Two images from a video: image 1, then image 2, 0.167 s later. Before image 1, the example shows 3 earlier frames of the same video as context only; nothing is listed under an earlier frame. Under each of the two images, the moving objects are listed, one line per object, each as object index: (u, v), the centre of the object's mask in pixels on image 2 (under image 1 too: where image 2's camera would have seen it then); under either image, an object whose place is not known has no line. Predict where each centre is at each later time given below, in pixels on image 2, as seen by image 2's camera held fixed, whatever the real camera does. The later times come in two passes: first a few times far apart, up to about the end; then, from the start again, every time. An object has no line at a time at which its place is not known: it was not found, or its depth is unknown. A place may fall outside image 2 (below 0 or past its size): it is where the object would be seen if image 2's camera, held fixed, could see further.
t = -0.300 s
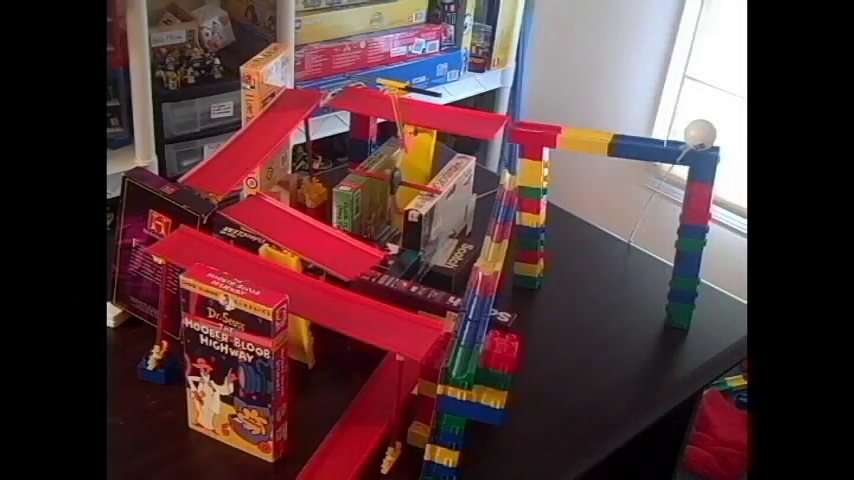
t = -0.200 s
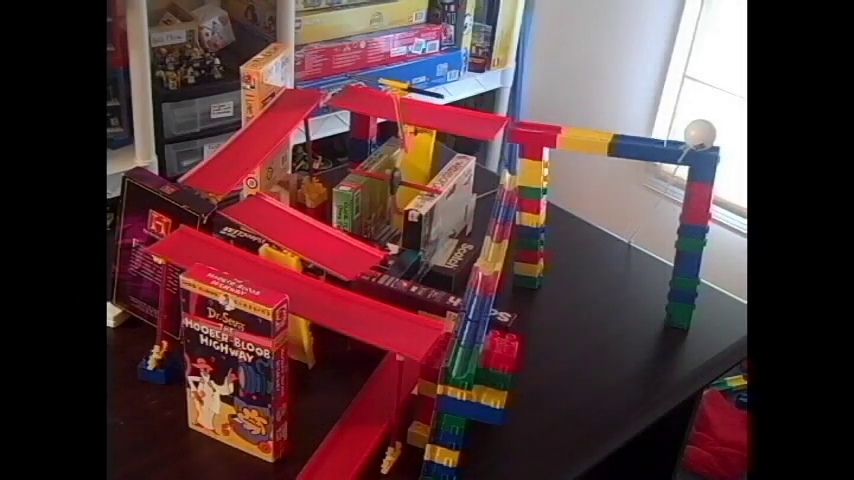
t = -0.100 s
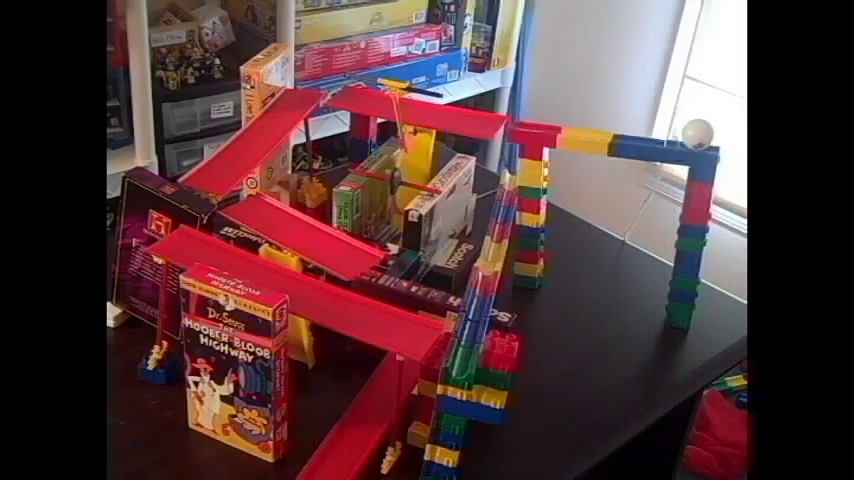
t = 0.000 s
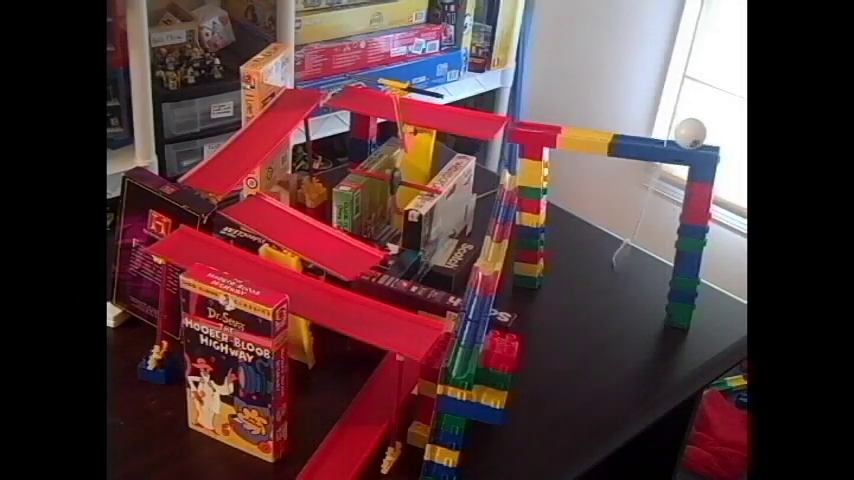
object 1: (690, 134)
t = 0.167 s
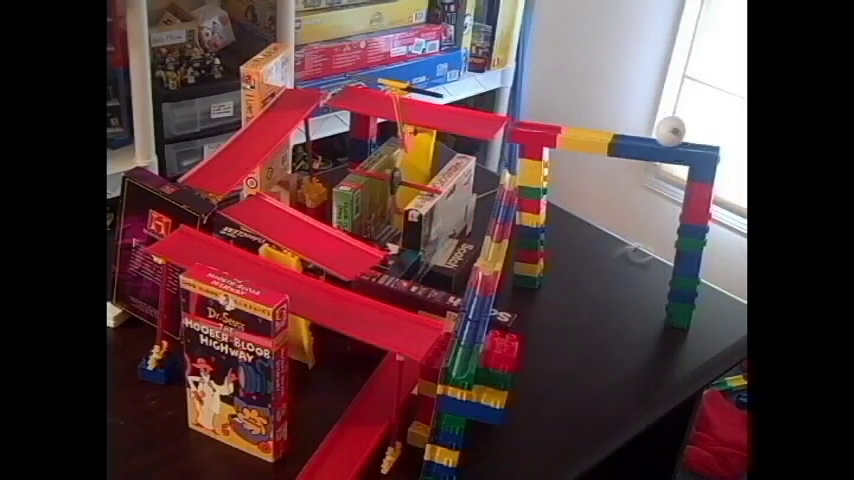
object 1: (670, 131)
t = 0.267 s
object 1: (655, 130)
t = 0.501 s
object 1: (599, 122)
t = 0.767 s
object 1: (517, 112)
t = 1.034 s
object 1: (414, 107)
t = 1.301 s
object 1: (324, 84)
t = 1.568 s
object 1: (287, 87)
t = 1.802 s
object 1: (280, 103)
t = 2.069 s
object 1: (261, 128)
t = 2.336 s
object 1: (220, 154)
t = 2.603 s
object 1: (202, 180)
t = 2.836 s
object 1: (249, 199)
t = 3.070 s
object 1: (305, 212)
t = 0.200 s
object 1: (665, 131)
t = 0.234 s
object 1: (660, 130)
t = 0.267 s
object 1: (655, 130)
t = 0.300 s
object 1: (648, 129)
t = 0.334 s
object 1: (641, 128)
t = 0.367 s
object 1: (635, 127)
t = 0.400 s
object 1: (626, 126)
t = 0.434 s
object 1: (618, 125)
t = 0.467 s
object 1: (608, 124)
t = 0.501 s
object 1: (599, 122)
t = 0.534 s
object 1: (589, 119)
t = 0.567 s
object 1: (579, 118)
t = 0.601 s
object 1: (572, 118)
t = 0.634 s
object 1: (561, 117)
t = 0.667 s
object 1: (551, 116)
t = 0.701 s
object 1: (540, 115)
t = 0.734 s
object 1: (529, 113)
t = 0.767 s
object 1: (517, 112)
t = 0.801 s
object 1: (504, 113)
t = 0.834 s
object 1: (490, 116)
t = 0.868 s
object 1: (478, 116)
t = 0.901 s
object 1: (465, 114)
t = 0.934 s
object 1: (452, 113)
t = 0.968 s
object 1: (439, 112)
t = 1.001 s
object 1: (423, 109)
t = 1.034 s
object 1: (414, 107)
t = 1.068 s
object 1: (398, 105)
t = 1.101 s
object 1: (387, 103)
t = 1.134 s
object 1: (376, 99)
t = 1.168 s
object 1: (366, 96)
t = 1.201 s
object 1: (354, 94)
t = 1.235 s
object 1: (343, 92)
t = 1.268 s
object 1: (333, 90)
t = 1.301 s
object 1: (324, 84)
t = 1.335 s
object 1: (317, 83)
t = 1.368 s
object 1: (307, 84)
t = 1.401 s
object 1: (297, 84)
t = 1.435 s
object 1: (291, 84)
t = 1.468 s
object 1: (291, 84)
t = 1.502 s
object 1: (291, 85)
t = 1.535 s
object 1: (289, 86)
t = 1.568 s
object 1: (287, 87)
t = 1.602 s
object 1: (286, 89)
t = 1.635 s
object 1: (285, 91)
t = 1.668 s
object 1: (284, 93)
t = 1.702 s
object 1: (283, 96)
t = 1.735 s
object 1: (282, 98)
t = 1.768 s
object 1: (281, 101)
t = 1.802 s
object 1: (280, 103)
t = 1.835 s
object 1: (279, 106)
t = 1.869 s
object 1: (278, 109)
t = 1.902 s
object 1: (276, 111)
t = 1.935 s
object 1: (274, 114)
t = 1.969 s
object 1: (272, 118)
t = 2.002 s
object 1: (269, 121)
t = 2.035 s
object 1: (265, 124)
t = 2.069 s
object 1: (261, 128)
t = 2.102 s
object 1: (257, 131)
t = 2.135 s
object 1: (251, 135)
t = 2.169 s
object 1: (246, 138)
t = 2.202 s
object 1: (240, 141)
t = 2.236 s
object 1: (235, 144)
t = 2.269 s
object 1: (229, 147)
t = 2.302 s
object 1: (224, 151)
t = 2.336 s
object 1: (220, 154)
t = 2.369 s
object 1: (215, 158)
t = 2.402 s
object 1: (211, 161)
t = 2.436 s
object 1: (208, 165)
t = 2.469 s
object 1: (204, 169)
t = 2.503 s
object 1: (201, 172)
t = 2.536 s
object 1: (198, 175)
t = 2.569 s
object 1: (199, 177)
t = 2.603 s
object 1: (202, 180)
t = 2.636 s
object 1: (207, 182)
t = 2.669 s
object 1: (212, 184)
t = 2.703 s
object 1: (217, 187)
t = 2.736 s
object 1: (223, 190)
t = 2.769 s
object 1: (231, 194)
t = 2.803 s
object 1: (240, 197)
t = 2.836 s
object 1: (249, 199)
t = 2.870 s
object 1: (259, 200)
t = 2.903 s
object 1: (268, 202)
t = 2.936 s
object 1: (276, 204)
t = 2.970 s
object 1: (284, 205)
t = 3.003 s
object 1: (291, 207)
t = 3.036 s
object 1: (298, 210)
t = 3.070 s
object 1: (305, 212)
